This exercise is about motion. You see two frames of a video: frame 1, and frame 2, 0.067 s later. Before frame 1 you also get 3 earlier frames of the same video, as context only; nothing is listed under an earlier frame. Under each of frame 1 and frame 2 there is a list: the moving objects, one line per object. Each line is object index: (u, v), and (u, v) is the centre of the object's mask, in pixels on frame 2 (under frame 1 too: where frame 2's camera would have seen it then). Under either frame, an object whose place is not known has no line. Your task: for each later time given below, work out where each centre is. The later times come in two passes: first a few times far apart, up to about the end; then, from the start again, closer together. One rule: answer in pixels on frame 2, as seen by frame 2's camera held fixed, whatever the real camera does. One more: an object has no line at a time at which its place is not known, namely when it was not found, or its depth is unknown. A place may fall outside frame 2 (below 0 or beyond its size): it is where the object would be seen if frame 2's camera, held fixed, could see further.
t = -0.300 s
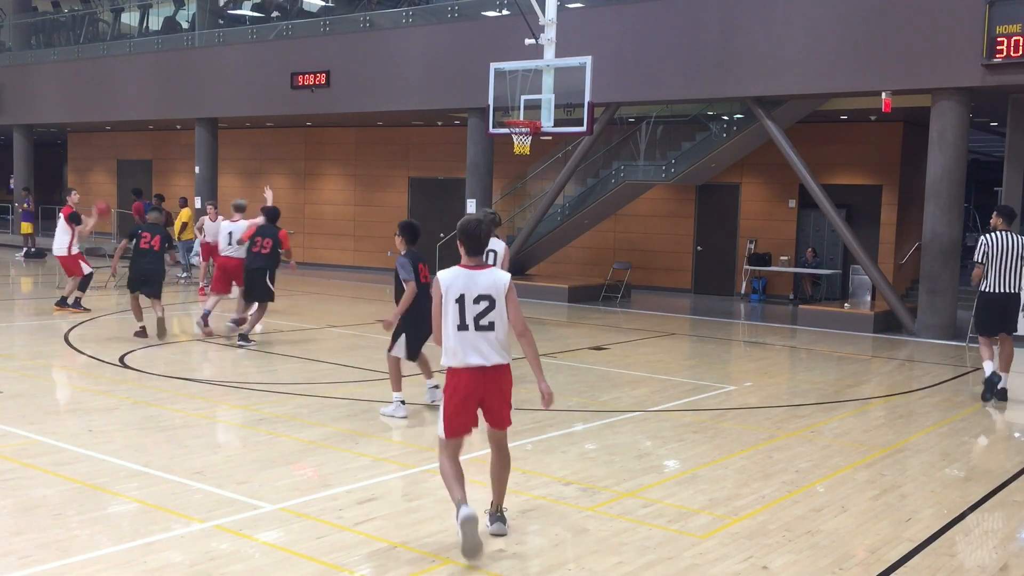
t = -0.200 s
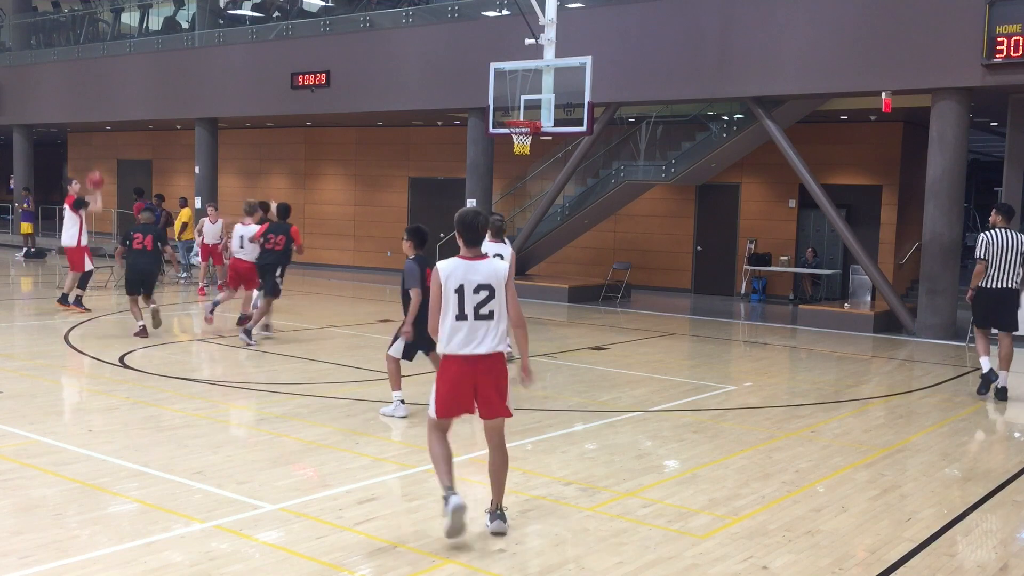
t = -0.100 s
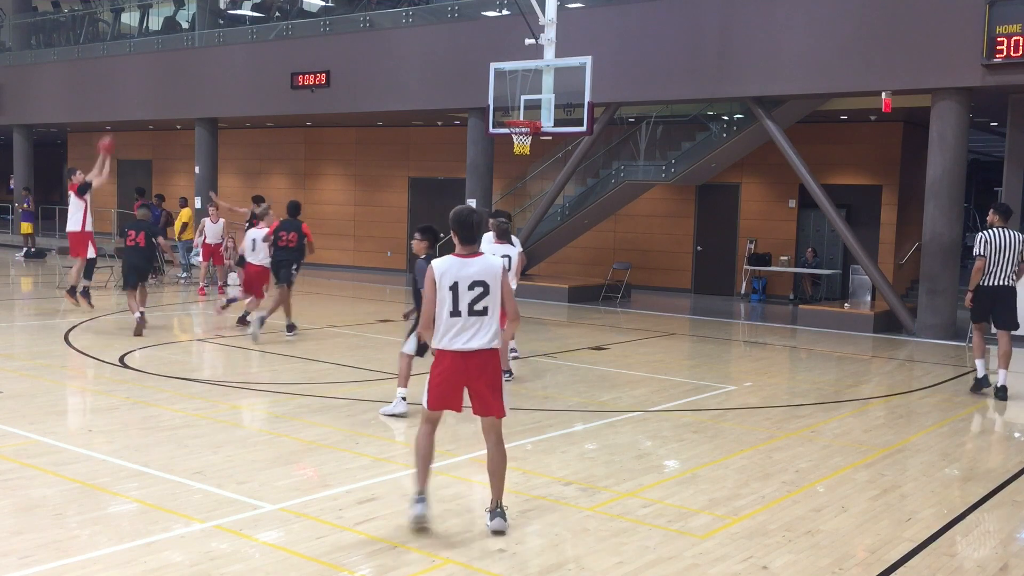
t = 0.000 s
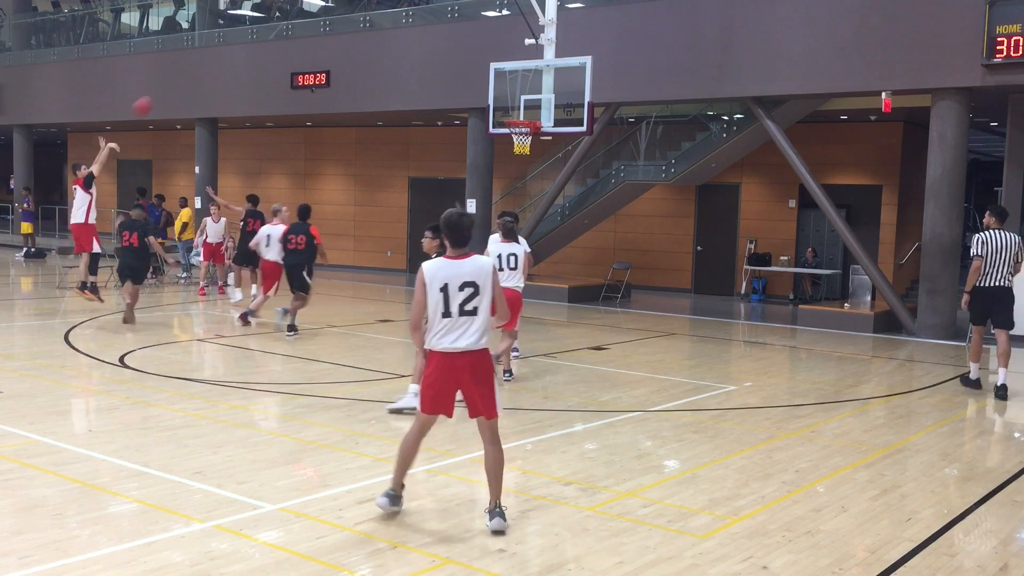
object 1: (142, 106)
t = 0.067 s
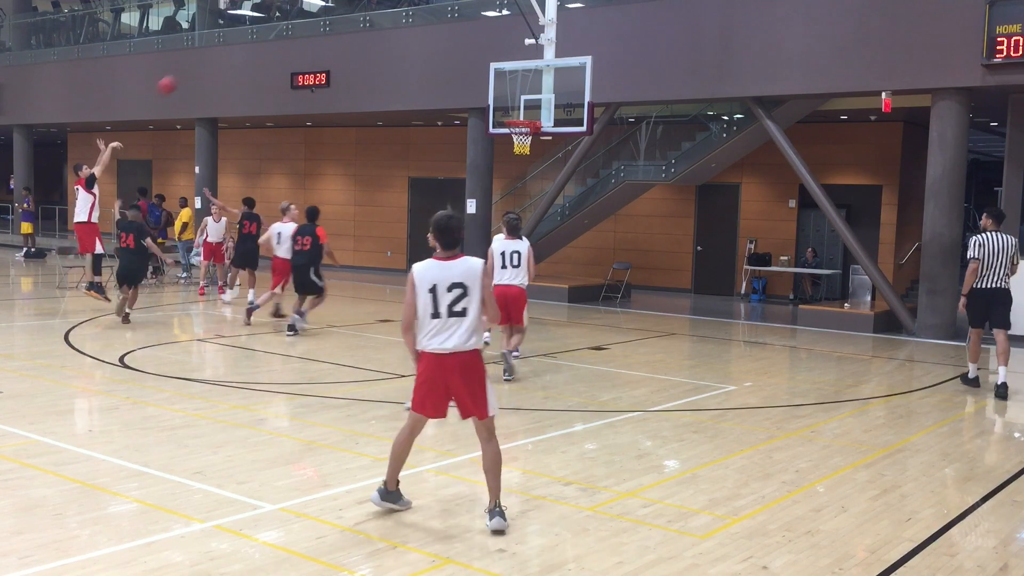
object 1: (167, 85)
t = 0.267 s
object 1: (239, 39)
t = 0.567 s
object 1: (348, 20)
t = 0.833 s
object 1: (443, 54)
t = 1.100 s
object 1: (531, 131)
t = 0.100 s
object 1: (179, 76)
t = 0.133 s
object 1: (191, 67)
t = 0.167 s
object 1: (203, 59)
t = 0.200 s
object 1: (216, 52)
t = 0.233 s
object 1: (228, 45)
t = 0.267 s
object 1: (239, 39)
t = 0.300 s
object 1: (252, 34)
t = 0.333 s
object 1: (265, 30)
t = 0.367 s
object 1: (277, 26)
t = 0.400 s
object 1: (289, 23)
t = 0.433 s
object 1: (301, 21)
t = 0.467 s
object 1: (313, 19)
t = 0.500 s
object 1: (325, 18)
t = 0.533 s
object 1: (337, 19)
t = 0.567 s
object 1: (348, 20)
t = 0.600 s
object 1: (360, 22)
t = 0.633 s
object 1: (373, 24)
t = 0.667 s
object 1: (384, 27)
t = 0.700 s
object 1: (395, 31)
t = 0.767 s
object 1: (420, 41)
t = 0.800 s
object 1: (431, 47)
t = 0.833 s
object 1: (443, 54)
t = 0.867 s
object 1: (454, 61)
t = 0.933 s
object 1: (477, 78)
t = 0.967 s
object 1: (487, 87)
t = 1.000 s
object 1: (500, 99)
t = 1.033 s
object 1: (509, 109)
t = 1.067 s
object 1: (518, 116)
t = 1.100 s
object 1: (531, 131)
